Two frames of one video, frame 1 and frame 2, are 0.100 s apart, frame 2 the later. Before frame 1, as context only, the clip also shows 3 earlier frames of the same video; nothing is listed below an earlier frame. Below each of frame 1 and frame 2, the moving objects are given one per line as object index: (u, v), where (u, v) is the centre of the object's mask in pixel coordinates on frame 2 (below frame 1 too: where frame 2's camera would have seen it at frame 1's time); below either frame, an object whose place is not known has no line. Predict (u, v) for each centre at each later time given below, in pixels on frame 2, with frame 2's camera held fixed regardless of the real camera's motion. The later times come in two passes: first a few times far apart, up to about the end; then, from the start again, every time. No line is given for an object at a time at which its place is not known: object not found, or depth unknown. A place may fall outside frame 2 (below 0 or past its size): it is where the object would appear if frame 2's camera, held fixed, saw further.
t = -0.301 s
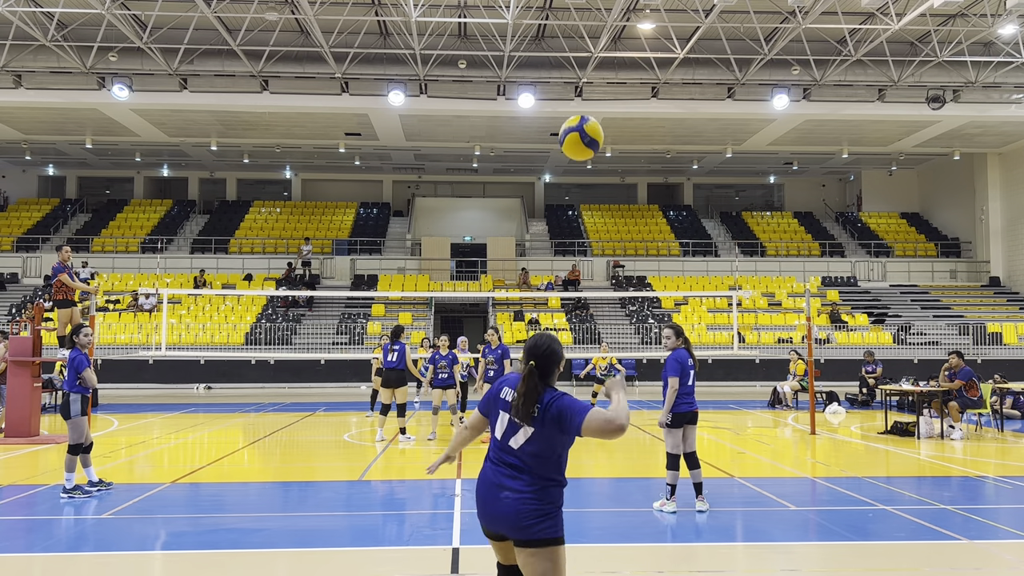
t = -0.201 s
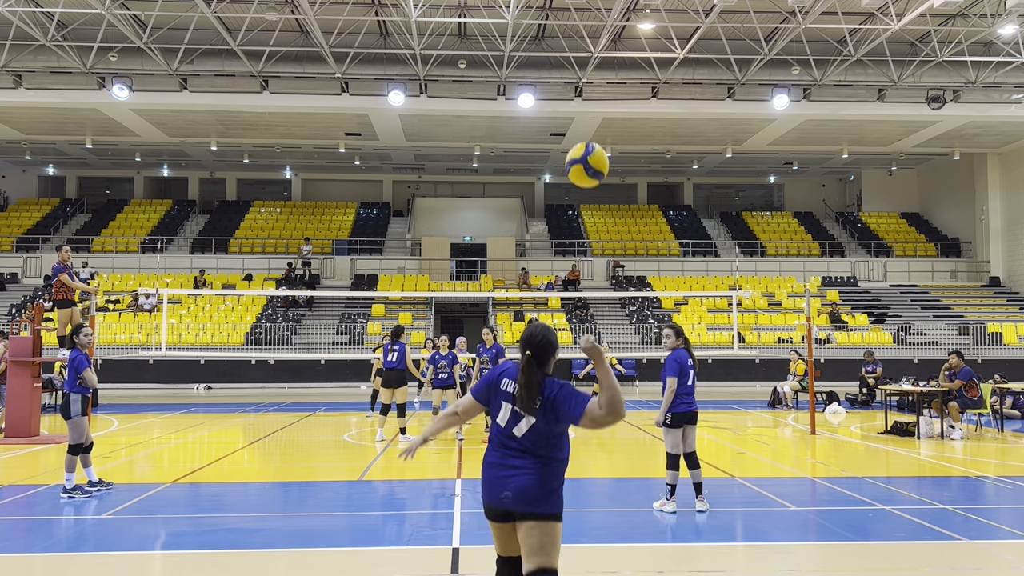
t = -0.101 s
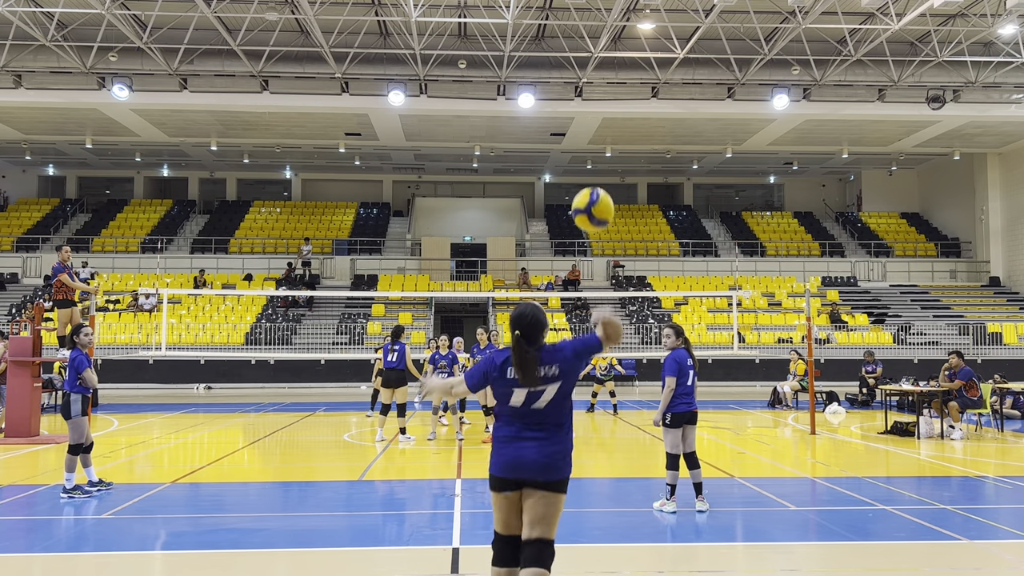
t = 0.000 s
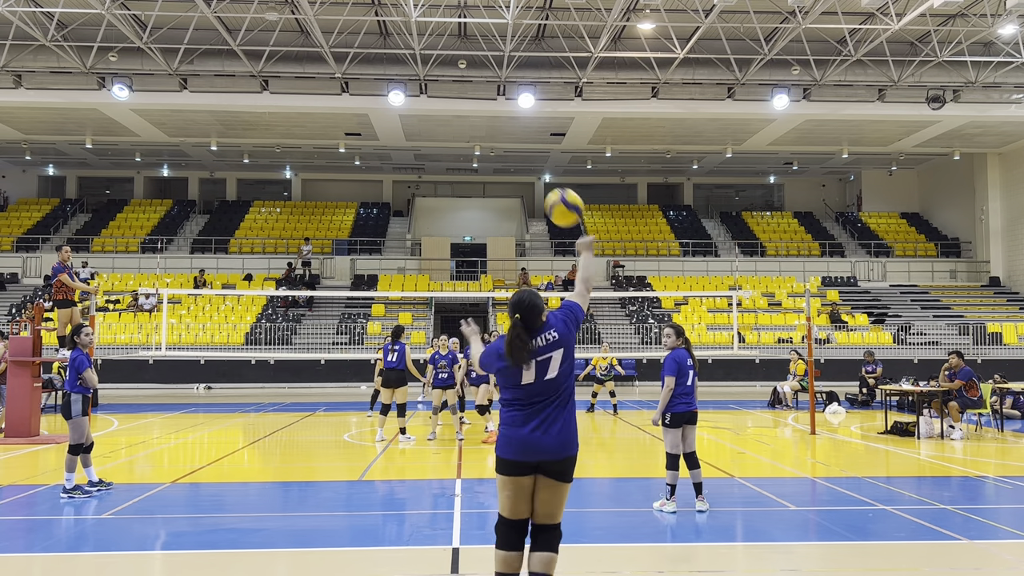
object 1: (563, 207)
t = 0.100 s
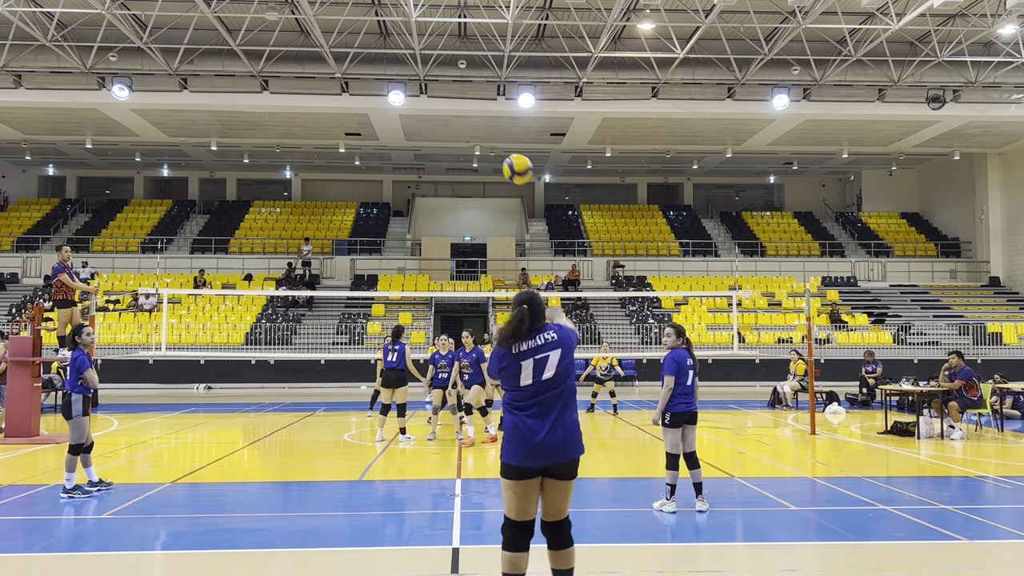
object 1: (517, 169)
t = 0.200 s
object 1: (487, 156)
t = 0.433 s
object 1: (446, 172)
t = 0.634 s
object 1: (430, 208)
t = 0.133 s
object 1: (506, 163)
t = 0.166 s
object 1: (496, 159)
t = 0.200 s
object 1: (487, 156)
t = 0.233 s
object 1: (479, 156)
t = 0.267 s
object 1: (472, 156)
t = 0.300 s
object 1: (465, 158)
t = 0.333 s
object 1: (459, 160)
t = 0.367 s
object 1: (454, 164)
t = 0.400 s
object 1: (450, 168)
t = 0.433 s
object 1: (446, 172)
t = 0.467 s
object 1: (443, 177)
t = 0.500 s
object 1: (440, 183)
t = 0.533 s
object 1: (438, 189)
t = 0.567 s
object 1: (435, 195)
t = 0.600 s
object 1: (432, 201)
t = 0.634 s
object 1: (430, 208)
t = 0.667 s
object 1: (428, 215)
